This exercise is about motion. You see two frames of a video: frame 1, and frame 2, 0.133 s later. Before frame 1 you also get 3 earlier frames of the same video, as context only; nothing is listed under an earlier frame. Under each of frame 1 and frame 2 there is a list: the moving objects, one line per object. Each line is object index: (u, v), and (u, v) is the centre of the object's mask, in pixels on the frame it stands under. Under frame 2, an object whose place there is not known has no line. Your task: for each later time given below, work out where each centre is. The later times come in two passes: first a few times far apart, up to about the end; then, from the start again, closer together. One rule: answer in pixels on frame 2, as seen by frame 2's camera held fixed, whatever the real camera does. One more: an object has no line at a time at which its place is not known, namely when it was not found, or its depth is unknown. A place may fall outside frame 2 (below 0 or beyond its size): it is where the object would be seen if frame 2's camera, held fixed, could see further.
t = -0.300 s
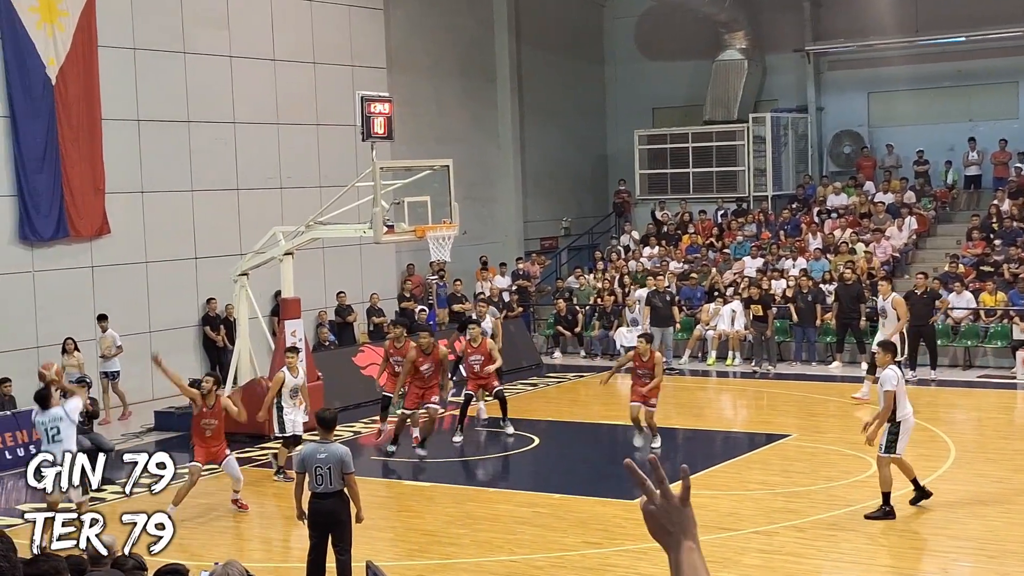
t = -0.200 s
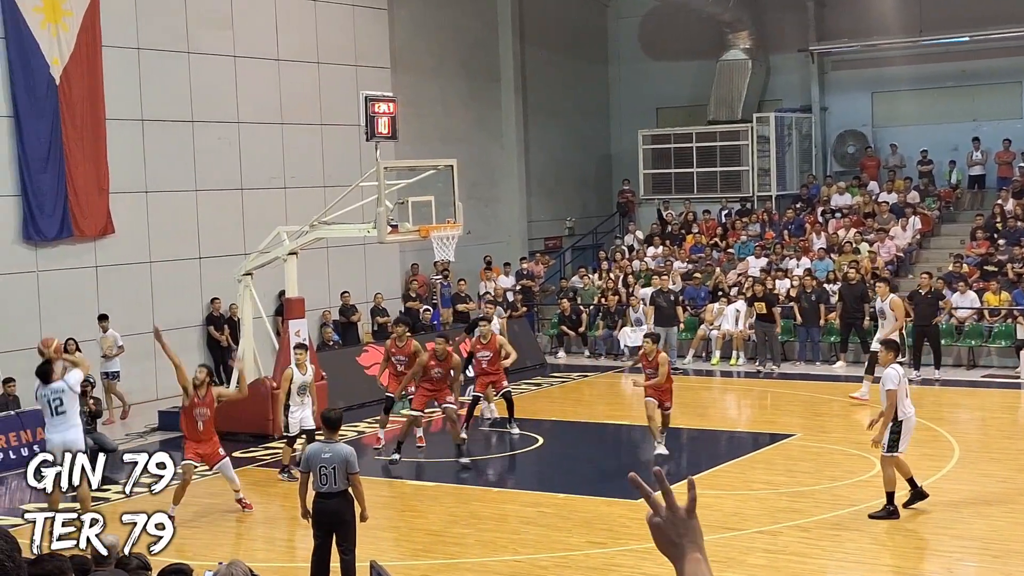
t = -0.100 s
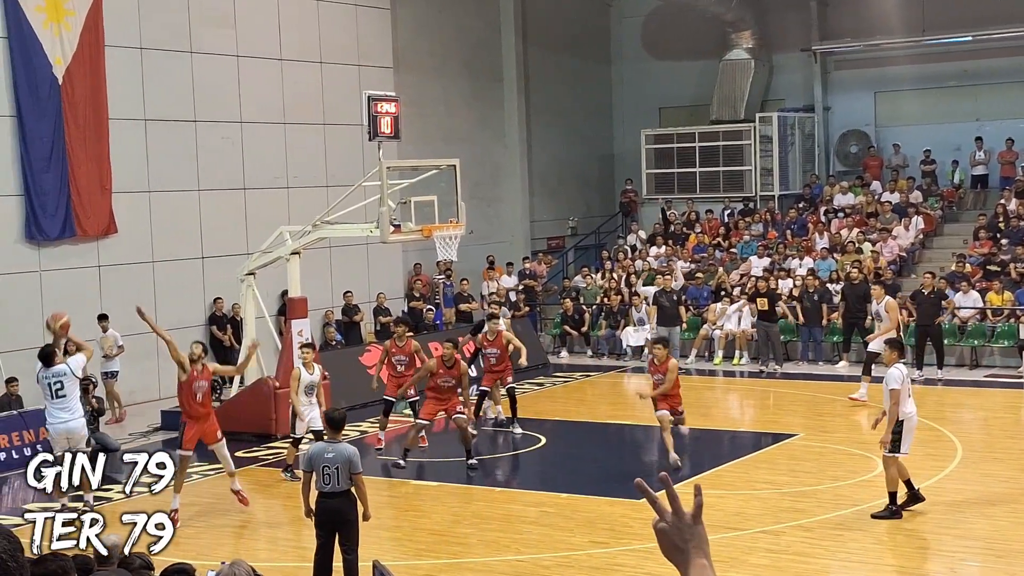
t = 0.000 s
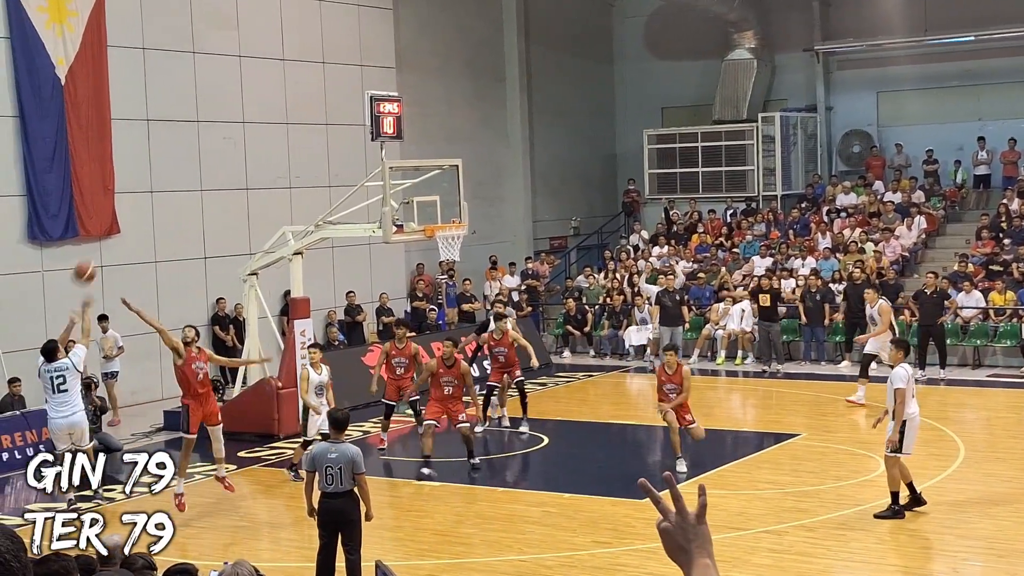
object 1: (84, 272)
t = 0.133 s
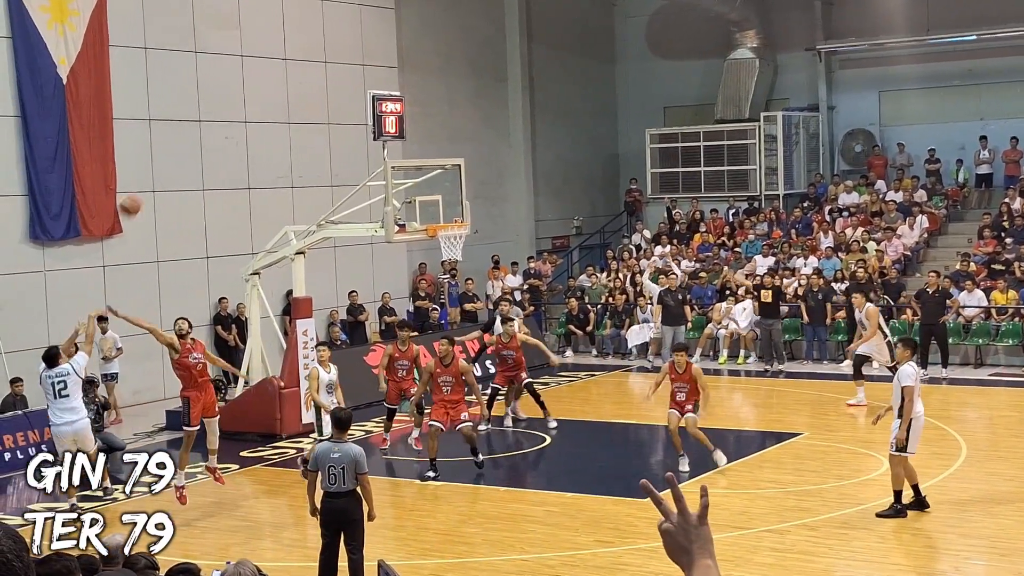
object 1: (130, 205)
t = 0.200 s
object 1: (154, 174)
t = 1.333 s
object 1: (464, 248)
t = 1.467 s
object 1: (472, 285)
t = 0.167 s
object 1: (142, 189)
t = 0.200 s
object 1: (154, 174)
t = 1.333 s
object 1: (464, 248)
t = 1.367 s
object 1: (465, 259)
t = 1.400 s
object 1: (467, 265)
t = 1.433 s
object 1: (470, 276)
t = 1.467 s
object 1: (472, 285)
